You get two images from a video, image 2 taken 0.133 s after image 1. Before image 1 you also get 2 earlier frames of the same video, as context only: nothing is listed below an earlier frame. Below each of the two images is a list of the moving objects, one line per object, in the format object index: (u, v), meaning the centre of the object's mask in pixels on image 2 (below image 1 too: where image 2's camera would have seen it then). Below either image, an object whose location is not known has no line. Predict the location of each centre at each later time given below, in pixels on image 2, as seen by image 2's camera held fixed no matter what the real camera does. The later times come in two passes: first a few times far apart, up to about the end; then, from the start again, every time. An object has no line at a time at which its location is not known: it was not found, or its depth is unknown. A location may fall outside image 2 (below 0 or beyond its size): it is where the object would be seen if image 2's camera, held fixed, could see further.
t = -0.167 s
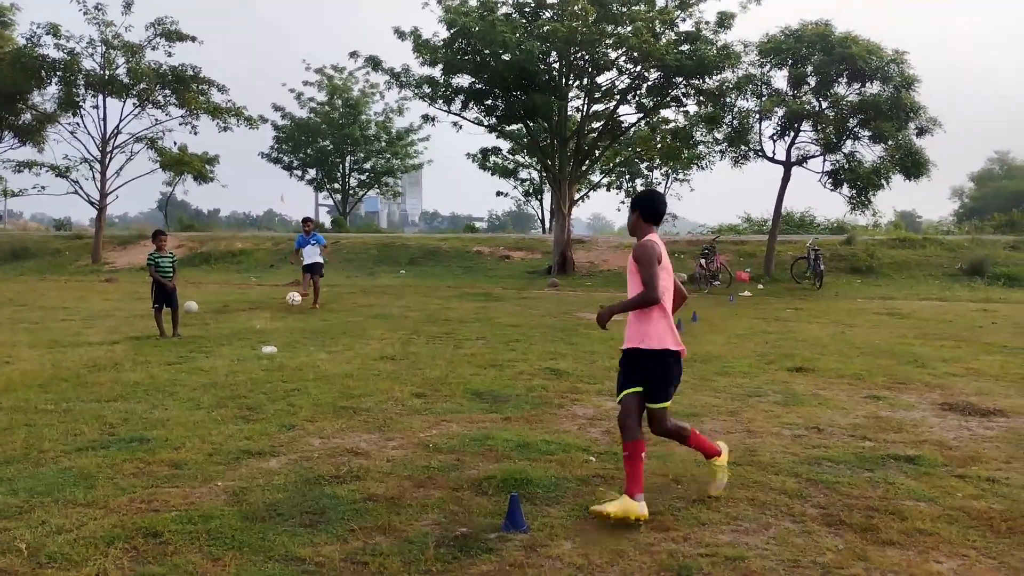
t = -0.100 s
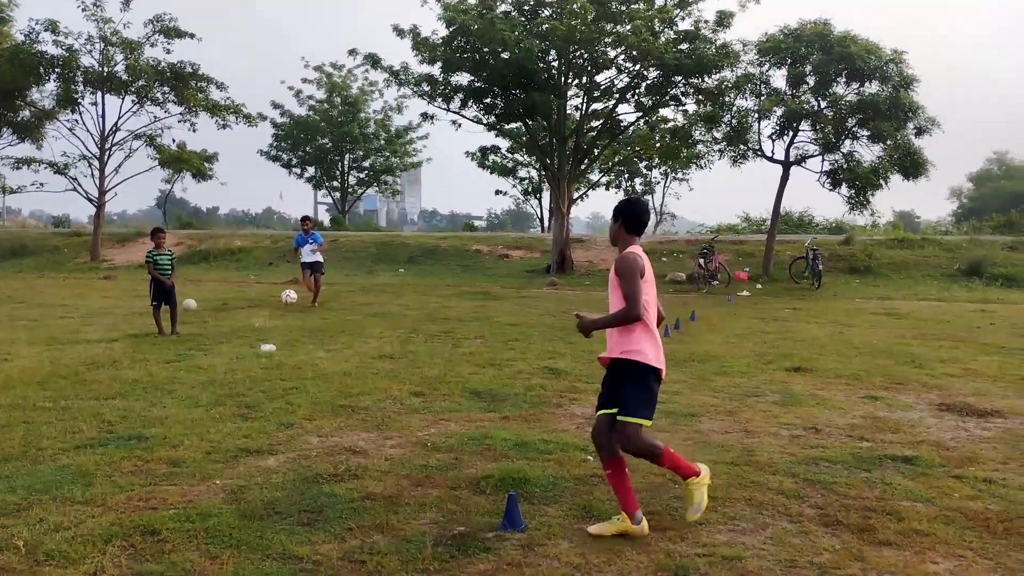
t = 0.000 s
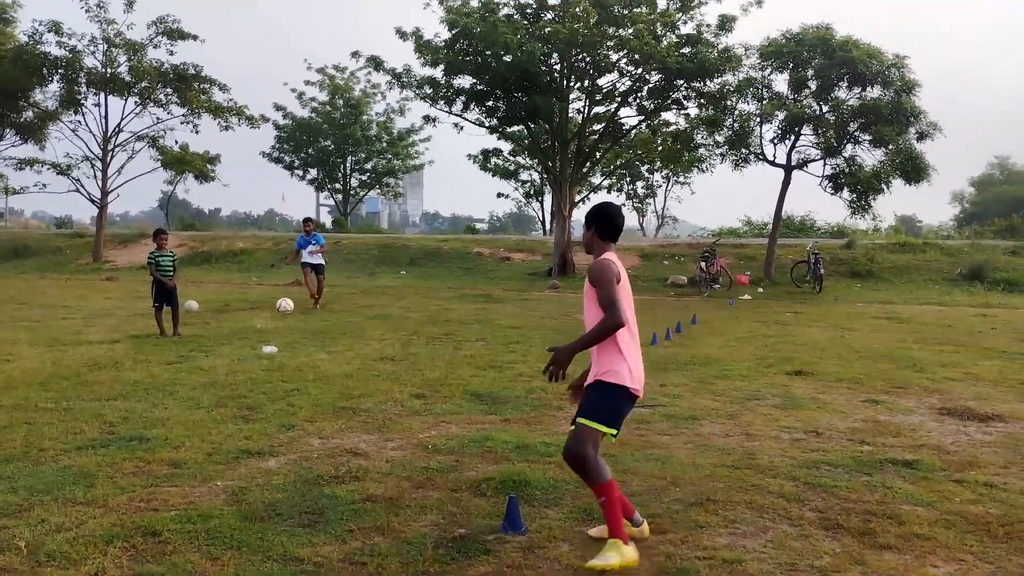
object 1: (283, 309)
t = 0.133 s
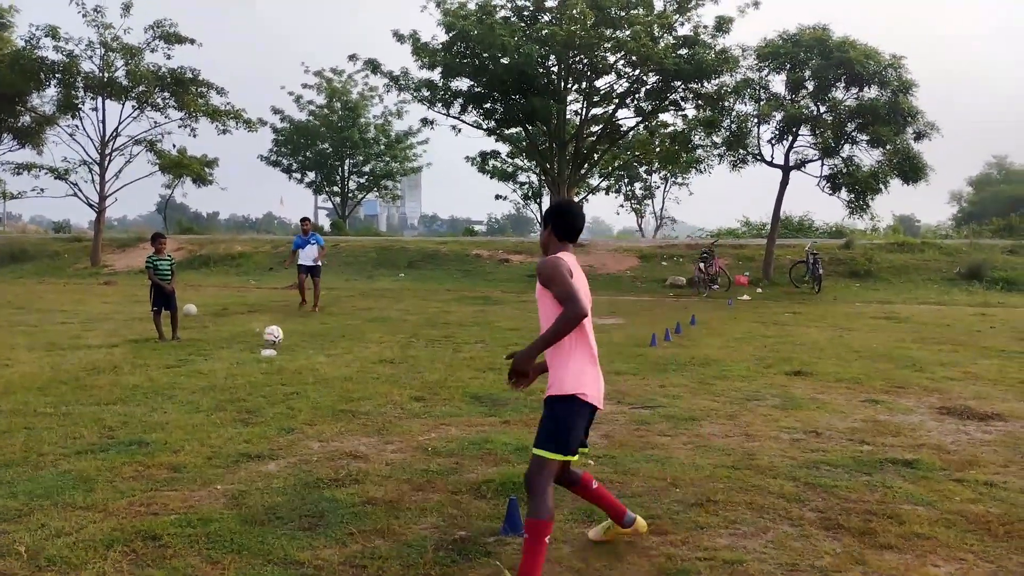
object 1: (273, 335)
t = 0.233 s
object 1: (263, 341)
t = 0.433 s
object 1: (236, 367)
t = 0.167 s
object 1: (270, 341)
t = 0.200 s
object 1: (267, 342)
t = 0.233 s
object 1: (263, 341)
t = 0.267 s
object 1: (260, 342)
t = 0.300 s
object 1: (256, 344)
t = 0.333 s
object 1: (251, 347)
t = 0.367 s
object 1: (247, 352)
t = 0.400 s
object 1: (242, 358)
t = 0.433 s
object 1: (236, 367)
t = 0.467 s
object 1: (230, 377)
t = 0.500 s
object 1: (224, 389)
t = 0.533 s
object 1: (217, 403)
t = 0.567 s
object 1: (211, 401)
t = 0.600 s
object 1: (205, 400)
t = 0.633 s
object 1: (199, 400)
